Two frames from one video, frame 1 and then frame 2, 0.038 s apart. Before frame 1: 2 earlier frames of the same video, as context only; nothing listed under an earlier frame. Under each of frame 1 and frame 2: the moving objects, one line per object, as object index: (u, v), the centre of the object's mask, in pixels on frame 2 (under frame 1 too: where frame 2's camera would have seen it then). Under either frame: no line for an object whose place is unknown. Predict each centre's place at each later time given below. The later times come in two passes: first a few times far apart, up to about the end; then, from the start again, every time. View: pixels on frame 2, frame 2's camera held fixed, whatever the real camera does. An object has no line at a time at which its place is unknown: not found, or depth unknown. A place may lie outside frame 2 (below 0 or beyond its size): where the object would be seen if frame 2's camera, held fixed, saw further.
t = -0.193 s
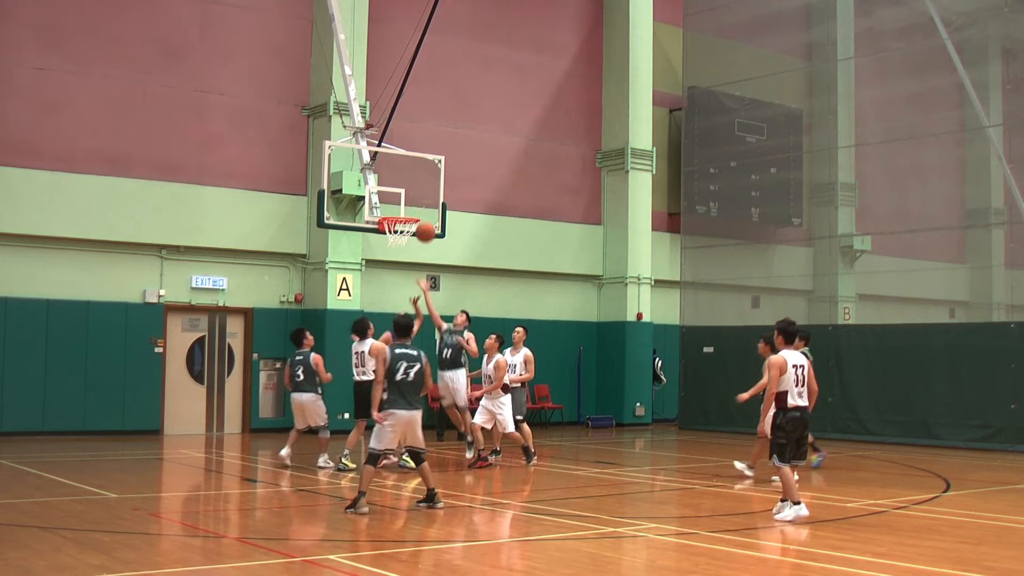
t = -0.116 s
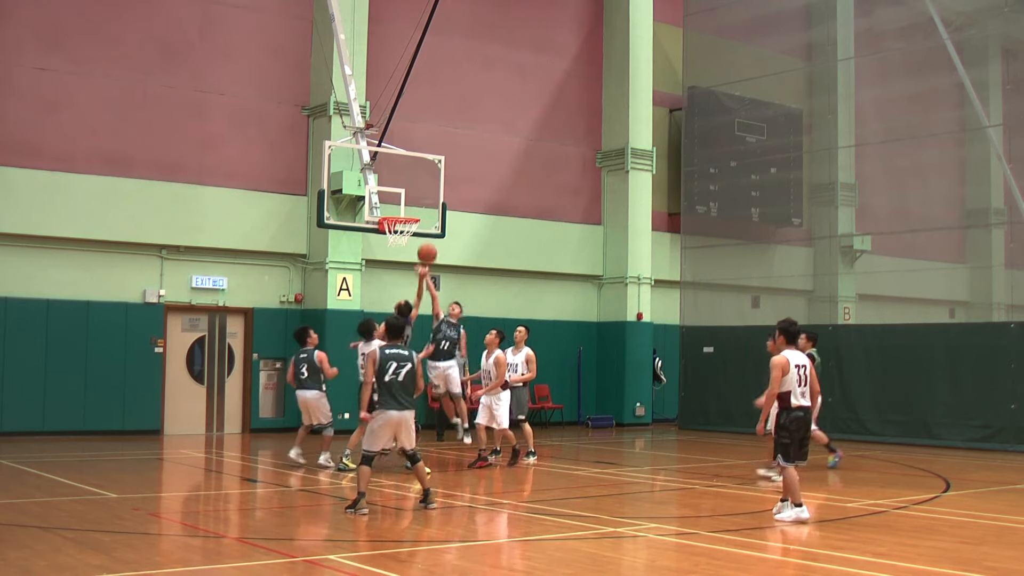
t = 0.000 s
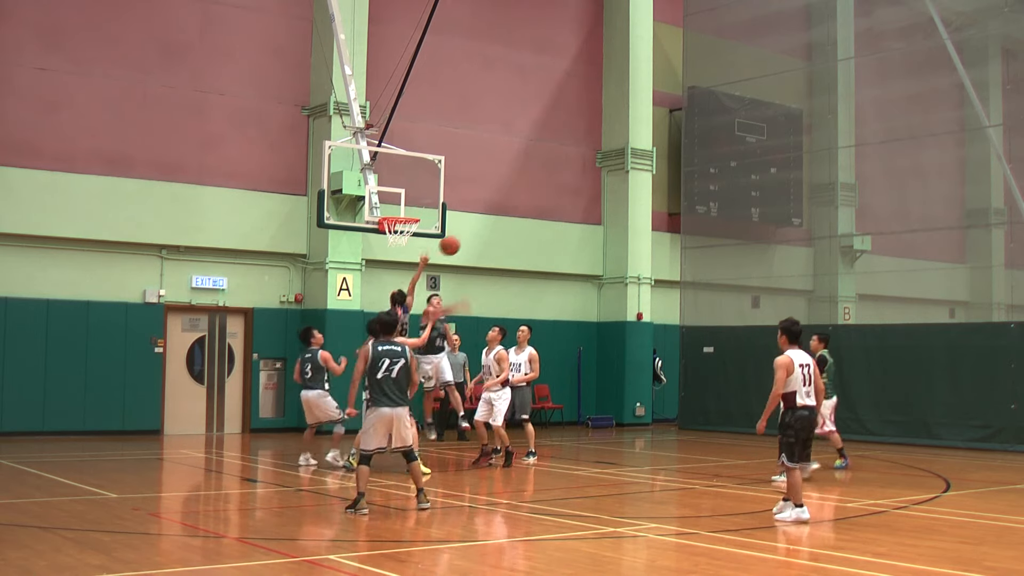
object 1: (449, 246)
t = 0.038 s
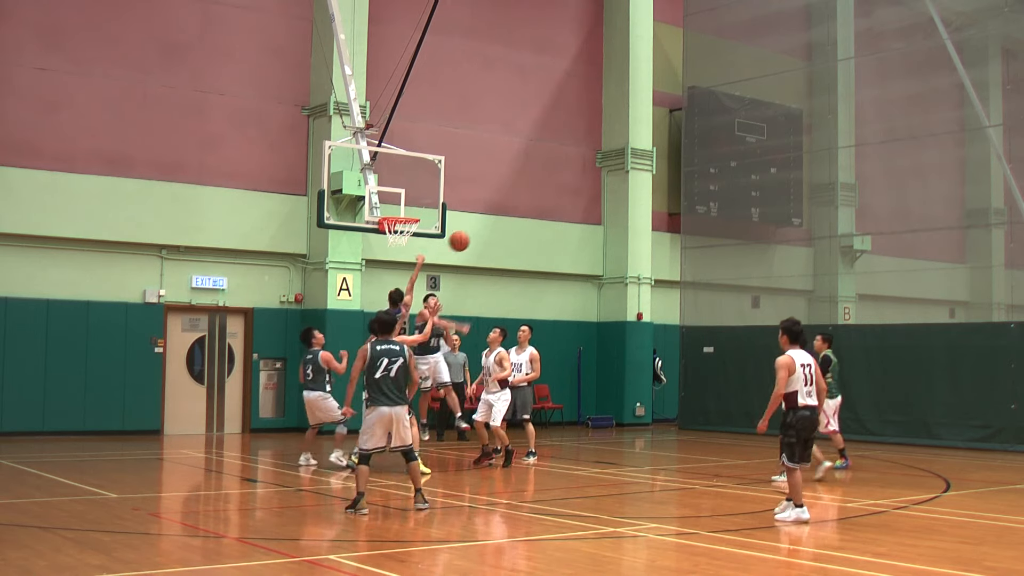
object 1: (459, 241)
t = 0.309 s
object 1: (527, 249)
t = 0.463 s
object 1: (569, 285)
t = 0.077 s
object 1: (468, 238)
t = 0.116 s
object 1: (478, 236)
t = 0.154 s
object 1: (487, 236)
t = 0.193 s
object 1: (497, 237)
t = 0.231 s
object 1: (507, 240)
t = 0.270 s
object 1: (517, 243)
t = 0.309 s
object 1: (527, 249)
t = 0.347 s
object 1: (538, 255)
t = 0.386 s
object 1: (548, 264)
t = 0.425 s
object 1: (559, 274)
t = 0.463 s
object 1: (569, 285)
